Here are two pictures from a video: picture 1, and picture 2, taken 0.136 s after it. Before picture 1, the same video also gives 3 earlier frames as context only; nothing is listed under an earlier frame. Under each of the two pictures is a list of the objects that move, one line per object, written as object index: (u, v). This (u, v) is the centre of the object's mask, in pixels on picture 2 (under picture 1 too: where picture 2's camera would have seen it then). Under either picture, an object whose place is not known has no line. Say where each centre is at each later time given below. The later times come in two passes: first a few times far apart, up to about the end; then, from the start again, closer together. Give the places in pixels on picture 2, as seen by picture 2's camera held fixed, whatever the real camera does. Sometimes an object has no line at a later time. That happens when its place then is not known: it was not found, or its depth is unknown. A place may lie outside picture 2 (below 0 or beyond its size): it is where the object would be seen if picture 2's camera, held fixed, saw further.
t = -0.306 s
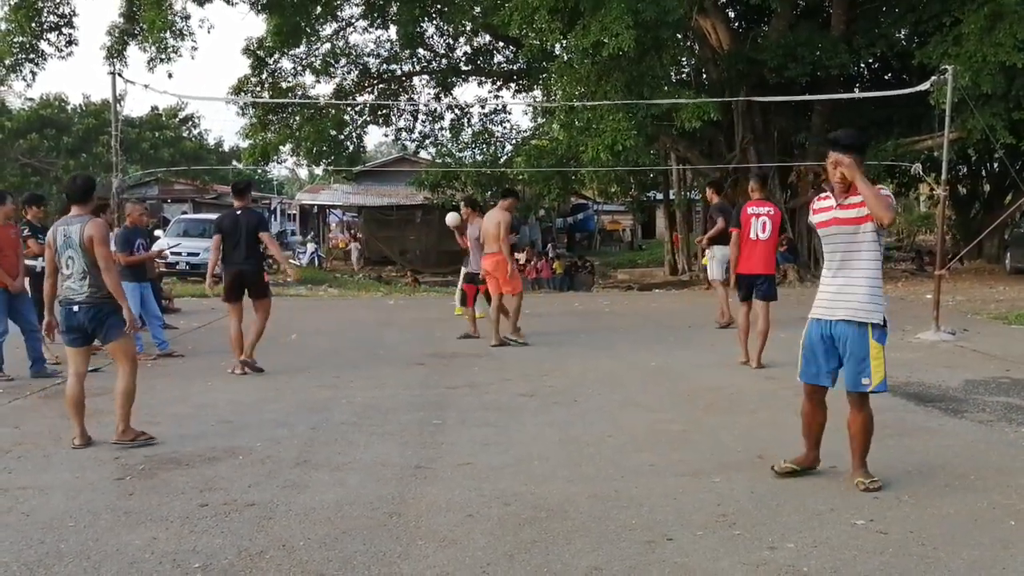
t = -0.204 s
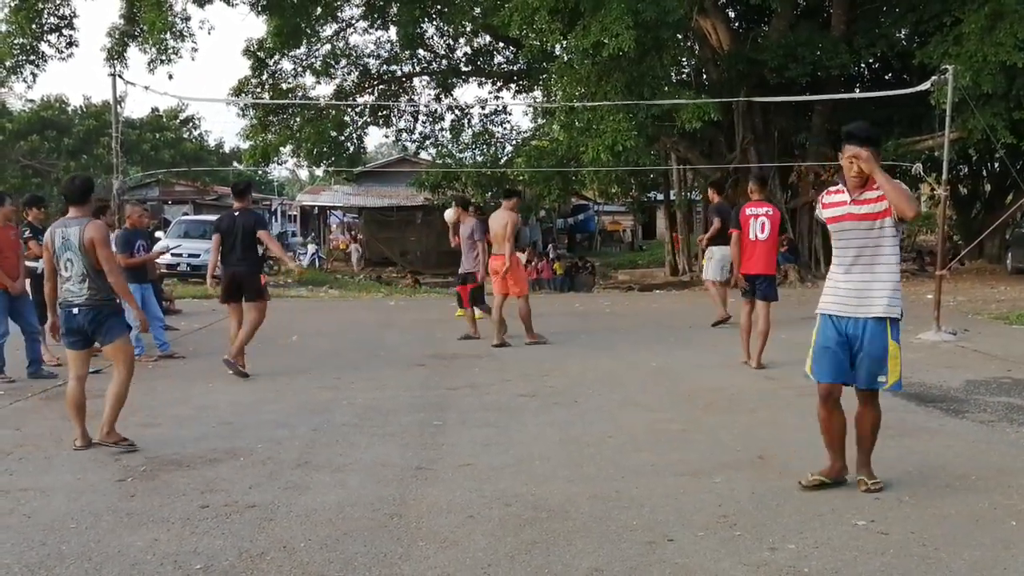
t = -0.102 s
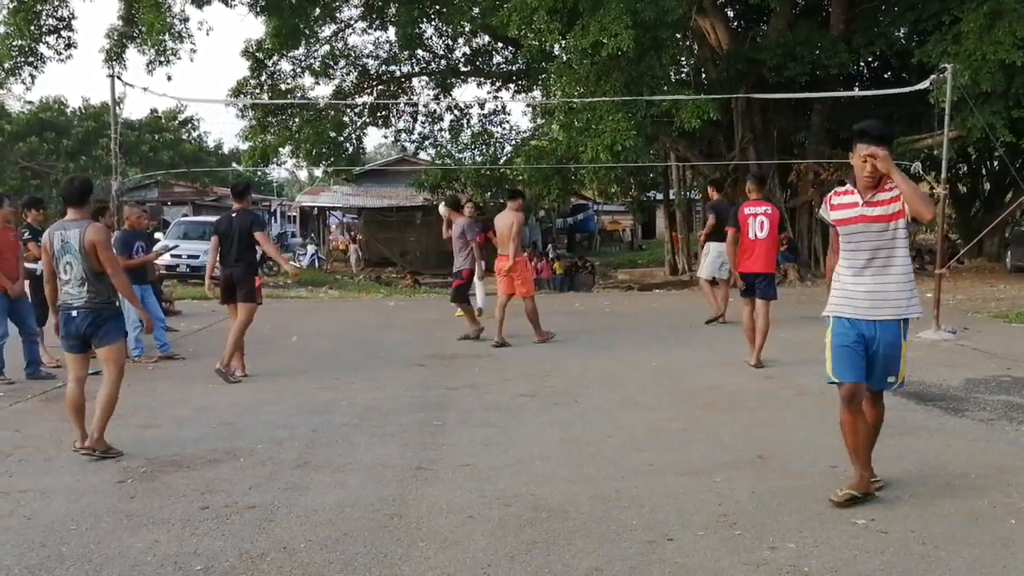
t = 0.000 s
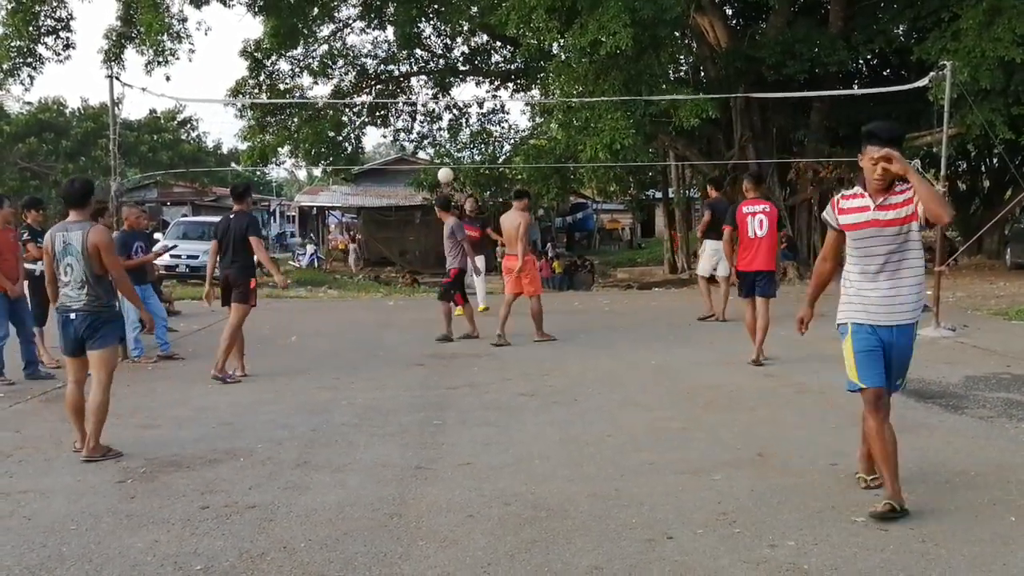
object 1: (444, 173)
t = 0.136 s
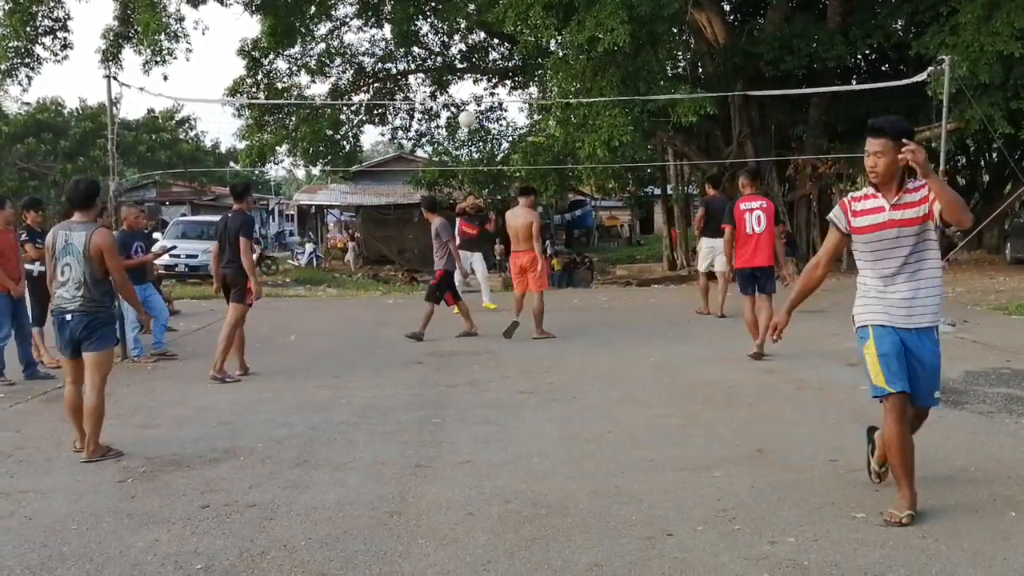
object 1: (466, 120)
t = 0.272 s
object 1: (494, 74)
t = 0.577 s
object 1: (581, 15)
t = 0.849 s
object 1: (696, 35)
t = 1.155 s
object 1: (886, 196)
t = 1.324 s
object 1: (1015, 390)
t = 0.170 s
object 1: (472, 107)
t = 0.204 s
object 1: (479, 95)
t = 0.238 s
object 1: (486, 84)
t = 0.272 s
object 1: (494, 74)
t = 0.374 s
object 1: (519, 47)
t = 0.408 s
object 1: (529, 39)
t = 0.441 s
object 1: (538, 33)
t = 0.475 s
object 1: (548, 27)
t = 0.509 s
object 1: (558, 22)
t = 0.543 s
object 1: (570, 18)
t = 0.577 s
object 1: (581, 15)
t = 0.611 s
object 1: (594, 14)
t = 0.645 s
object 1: (606, 12)
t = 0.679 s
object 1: (620, 13)
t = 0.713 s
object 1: (634, 14)
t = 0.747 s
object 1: (648, 17)
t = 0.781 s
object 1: (663, 22)
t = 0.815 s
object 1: (679, 28)
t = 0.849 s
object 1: (696, 35)
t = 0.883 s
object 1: (714, 44)
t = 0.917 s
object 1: (733, 55)
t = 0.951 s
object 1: (751, 68)
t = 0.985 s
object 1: (771, 83)
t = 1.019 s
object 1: (791, 100)
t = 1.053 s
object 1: (813, 120)
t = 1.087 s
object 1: (837, 143)
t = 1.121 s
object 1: (861, 168)
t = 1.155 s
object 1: (886, 196)
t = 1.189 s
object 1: (912, 228)
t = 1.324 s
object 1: (1015, 390)
